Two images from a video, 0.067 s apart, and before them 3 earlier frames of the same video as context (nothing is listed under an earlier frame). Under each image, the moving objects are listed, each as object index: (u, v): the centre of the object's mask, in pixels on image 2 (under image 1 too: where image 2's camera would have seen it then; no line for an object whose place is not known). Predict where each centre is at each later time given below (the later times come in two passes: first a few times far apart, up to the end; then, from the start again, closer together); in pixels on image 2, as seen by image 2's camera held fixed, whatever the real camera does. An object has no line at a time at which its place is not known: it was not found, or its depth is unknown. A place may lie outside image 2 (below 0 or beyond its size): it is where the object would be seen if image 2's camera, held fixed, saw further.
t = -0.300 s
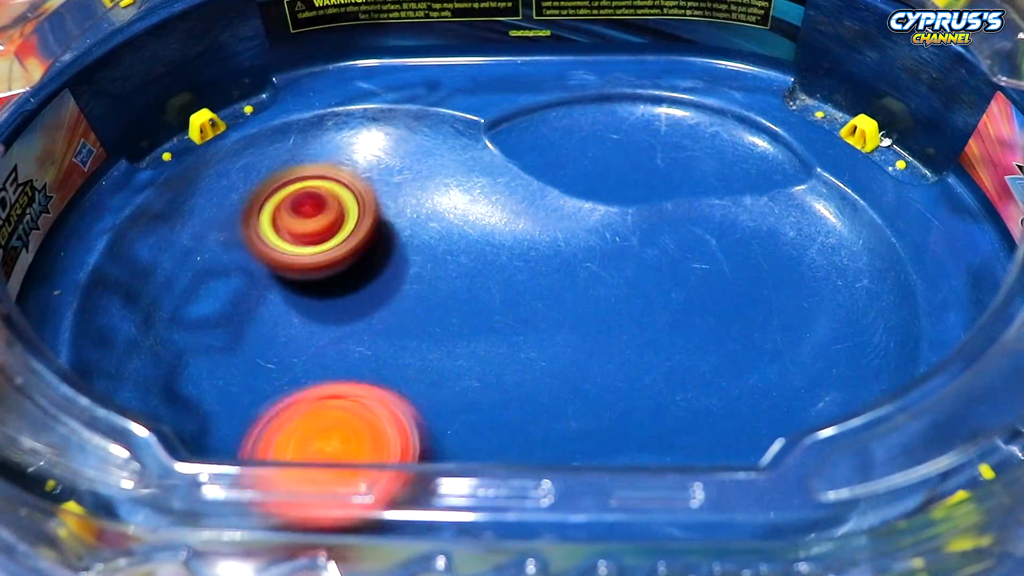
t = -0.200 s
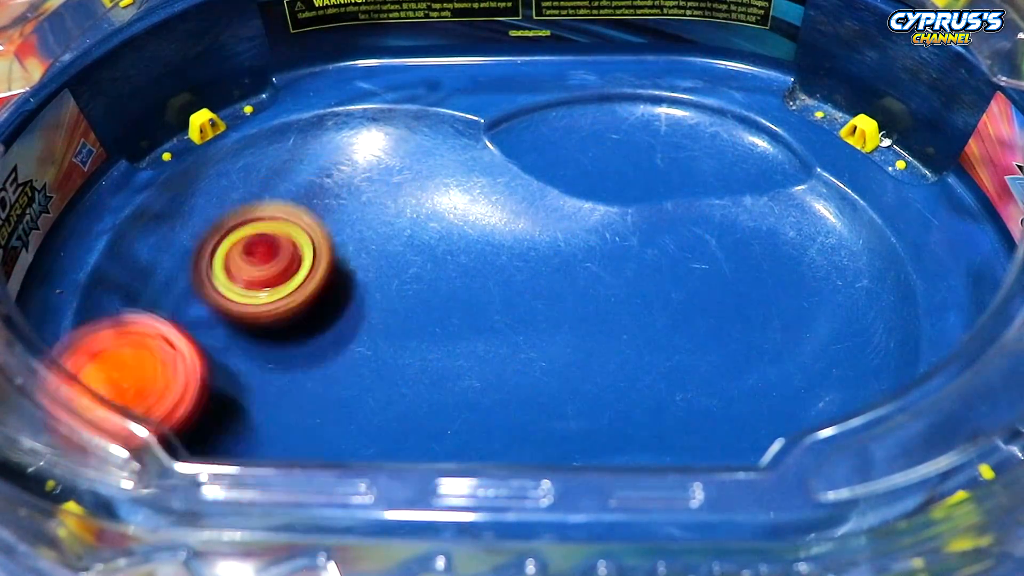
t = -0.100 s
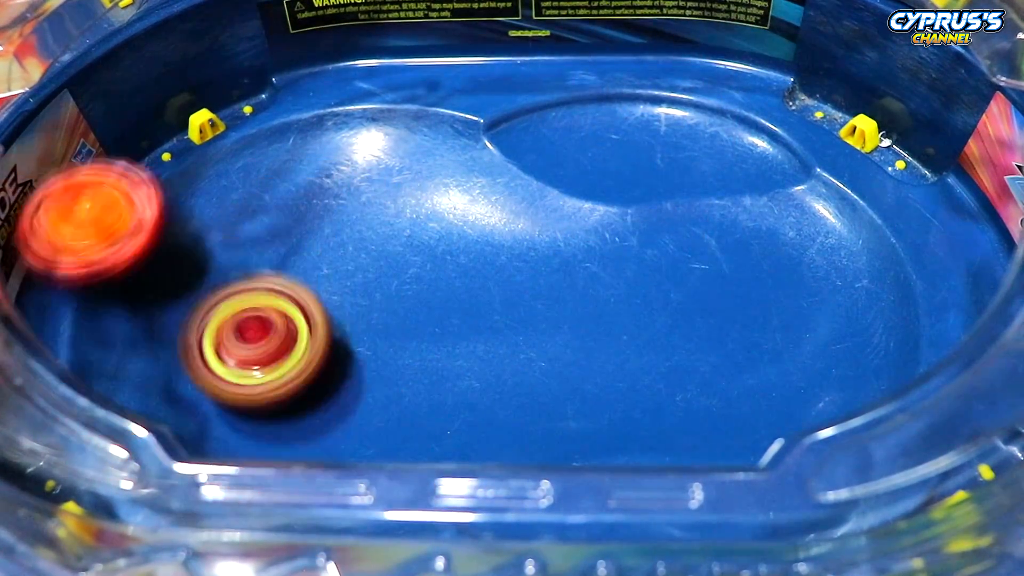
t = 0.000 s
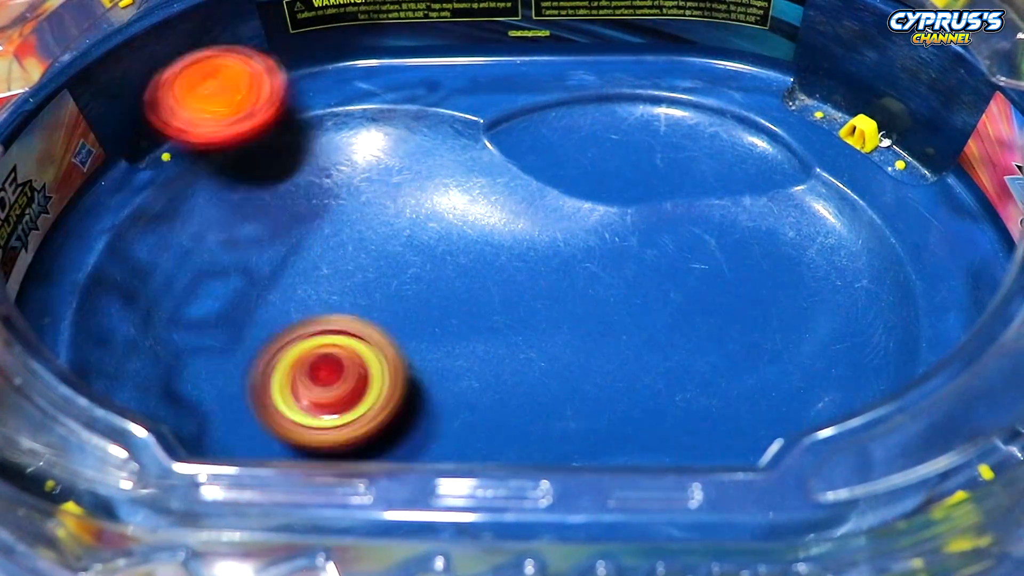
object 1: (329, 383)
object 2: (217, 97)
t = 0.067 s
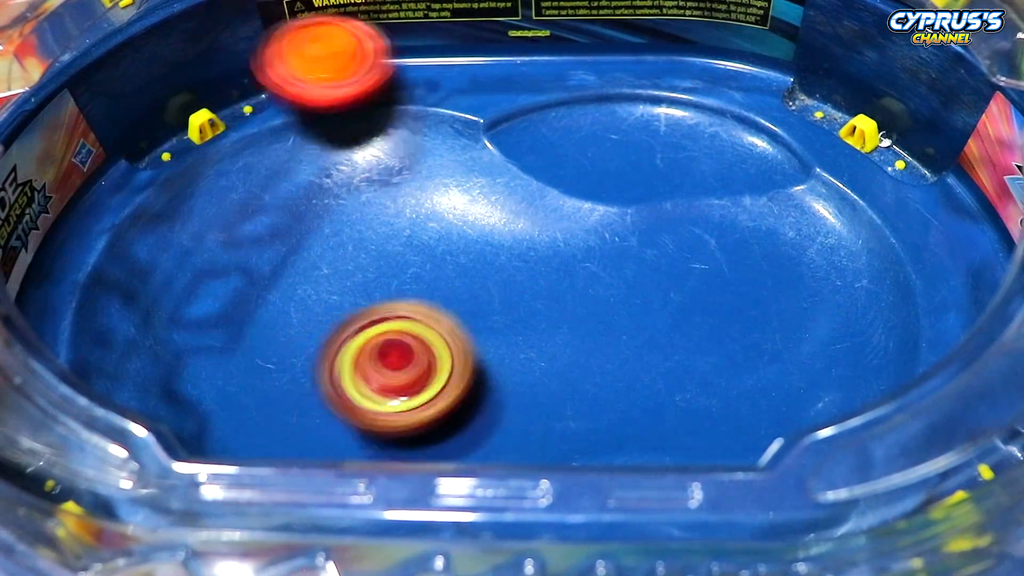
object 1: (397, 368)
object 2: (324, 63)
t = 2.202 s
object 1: (365, 267)
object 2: (550, 224)
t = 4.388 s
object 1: (262, 191)
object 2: (229, 371)
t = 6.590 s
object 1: (457, 239)
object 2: (322, 209)
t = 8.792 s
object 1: (617, 333)
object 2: (214, 279)
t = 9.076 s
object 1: (521, 277)
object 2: (389, 218)
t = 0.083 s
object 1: (412, 360)
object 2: (350, 60)
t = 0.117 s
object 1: (441, 340)
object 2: (400, 57)
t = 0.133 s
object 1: (453, 329)
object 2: (423, 58)
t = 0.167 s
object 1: (473, 307)
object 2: (466, 61)
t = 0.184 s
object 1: (480, 294)
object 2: (485, 64)
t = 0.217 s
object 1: (495, 273)
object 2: (523, 71)
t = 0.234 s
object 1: (500, 262)
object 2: (542, 80)
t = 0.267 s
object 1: (508, 239)
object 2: (583, 105)
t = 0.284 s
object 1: (508, 229)
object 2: (607, 114)
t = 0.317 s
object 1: (505, 210)
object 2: (660, 137)
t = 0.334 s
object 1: (501, 202)
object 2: (686, 149)
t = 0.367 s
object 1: (486, 190)
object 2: (735, 180)
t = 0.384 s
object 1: (476, 185)
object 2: (760, 200)
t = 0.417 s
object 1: (449, 180)
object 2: (812, 243)
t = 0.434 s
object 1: (432, 180)
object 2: (836, 268)
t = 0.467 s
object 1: (397, 182)
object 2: (872, 316)
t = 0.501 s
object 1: (363, 189)
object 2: (894, 368)
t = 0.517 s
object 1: (344, 197)
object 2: (892, 390)
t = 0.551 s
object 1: (309, 212)
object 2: (867, 437)
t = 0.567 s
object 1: (292, 221)
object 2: (848, 460)
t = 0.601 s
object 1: (262, 245)
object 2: (784, 505)
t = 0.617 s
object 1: (249, 257)
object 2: (742, 512)
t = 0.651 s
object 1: (227, 290)
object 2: (658, 518)
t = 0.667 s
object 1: (220, 309)
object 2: (616, 519)
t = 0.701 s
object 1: (220, 343)
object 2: (526, 510)
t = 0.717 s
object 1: (223, 363)
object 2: (488, 491)
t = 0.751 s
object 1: (243, 393)
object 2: (422, 424)
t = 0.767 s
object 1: (249, 400)
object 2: (395, 414)
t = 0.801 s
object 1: (245, 386)
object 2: (413, 415)
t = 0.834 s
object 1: (224, 348)
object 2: (452, 425)
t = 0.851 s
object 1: (218, 329)
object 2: (464, 422)
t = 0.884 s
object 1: (211, 293)
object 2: (487, 418)
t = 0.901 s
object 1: (211, 276)
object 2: (497, 416)
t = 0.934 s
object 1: (216, 249)
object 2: (512, 405)
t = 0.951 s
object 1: (223, 238)
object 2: (516, 398)
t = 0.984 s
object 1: (236, 221)
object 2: (522, 378)
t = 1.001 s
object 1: (244, 216)
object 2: (525, 368)
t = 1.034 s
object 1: (262, 211)
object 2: (529, 349)
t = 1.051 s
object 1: (271, 211)
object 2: (530, 339)
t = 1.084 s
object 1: (288, 215)
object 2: (533, 324)
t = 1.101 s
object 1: (297, 219)
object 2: (535, 317)
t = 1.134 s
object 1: (312, 230)
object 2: (540, 305)
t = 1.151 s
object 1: (318, 237)
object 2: (542, 300)
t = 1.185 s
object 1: (328, 250)
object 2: (549, 292)
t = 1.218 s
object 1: (333, 262)
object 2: (558, 287)
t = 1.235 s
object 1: (335, 269)
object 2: (564, 285)
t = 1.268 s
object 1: (336, 279)
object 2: (577, 282)
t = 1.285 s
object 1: (336, 282)
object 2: (585, 281)
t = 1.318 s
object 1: (336, 287)
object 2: (603, 281)
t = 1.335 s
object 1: (336, 288)
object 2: (615, 281)
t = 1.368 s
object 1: (336, 287)
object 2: (639, 282)
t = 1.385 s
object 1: (336, 285)
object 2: (653, 283)
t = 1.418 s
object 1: (335, 279)
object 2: (685, 285)
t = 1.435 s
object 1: (335, 275)
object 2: (703, 286)
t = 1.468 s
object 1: (333, 266)
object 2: (742, 288)
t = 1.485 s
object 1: (331, 262)
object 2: (763, 289)
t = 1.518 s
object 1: (328, 256)
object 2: (810, 291)
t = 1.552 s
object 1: (325, 251)
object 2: (857, 290)
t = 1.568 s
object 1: (324, 250)
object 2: (880, 291)
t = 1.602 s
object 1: (321, 248)
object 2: (909, 291)
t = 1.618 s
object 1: (320, 247)
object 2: (914, 292)
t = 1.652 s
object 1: (318, 248)
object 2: (921, 304)
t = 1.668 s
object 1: (317, 250)
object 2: (918, 311)
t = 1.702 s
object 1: (317, 254)
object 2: (897, 324)
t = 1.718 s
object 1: (317, 257)
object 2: (885, 335)
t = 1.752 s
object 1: (317, 263)
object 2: (848, 357)
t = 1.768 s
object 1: (317, 266)
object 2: (828, 365)
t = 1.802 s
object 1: (318, 271)
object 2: (779, 379)
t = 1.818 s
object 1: (318, 273)
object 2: (756, 383)
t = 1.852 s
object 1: (319, 276)
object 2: (713, 383)
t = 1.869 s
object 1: (320, 277)
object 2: (693, 380)
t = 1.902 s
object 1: (323, 278)
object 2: (656, 370)
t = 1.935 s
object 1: (326, 278)
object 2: (625, 357)
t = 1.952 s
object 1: (328, 278)
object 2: (612, 349)
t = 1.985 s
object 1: (333, 277)
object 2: (589, 332)
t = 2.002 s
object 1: (336, 276)
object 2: (579, 324)
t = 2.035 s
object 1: (341, 275)
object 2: (562, 306)
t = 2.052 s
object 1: (343, 274)
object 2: (556, 298)
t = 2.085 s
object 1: (347, 273)
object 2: (547, 280)
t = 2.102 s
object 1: (349, 272)
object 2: (545, 273)
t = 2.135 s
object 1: (354, 270)
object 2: (542, 255)
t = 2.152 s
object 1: (357, 270)
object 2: (543, 247)
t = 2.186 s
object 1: (362, 268)
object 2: (547, 231)
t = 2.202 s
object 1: (365, 267)
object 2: (550, 224)
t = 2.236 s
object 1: (375, 264)
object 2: (558, 212)
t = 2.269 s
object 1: (386, 262)
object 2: (570, 205)
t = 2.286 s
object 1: (391, 261)
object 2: (577, 202)
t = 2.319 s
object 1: (403, 258)
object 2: (593, 202)
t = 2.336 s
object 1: (408, 257)
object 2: (602, 202)
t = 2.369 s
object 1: (418, 254)
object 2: (624, 206)
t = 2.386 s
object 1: (422, 252)
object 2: (636, 208)
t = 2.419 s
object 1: (429, 249)
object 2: (661, 211)
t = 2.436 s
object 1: (432, 247)
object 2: (675, 212)
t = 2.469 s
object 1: (435, 245)
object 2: (700, 212)
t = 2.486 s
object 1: (435, 245)
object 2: (712, 212)
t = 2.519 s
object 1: (435, 244)
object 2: (739, 210)
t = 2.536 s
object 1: (434, 245)
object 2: (753, 211)
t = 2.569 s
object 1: (432, 247)
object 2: (781, 218)
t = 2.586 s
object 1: (431, 249)
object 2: (795, 225)
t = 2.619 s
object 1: (429, 251)
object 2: (818, 246)
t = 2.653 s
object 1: (427, 255)
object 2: (832, 276)
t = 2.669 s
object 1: (426, 256)
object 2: (833, 293)
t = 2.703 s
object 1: (425, 259)
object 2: (826, 327)
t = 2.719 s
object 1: (426, 261)
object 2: (815, 342)
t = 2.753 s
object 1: (427, 264)
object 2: (785, 368)
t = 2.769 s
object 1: (428, 266)
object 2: (765, 378)
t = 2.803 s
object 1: (430, 270)
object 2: (719, 393)
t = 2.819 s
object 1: (431, 272)
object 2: (693, 398)
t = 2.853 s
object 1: (434, 277)
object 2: (636, 397)
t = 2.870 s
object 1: (434, 279)
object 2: (606, 395)
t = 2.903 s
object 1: (435, 282)
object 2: (540, 391)
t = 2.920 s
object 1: (435, 282)
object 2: (505, 391)
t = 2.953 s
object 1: (429, 271)
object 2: (444, 400)
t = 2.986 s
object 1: (419, 257)
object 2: (377, 407)
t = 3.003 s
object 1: (414, 251)
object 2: (345, 407)
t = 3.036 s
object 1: (403, 244)
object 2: (283, 401)
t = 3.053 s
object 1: (397, 241)
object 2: (254, 394)
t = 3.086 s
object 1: (384, 240)
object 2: (210, 366)
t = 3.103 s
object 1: (377, 240)
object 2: (194, 350)
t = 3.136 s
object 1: (363, 244)
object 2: (173, 311)
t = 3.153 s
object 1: (355, 248)
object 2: (168, 289)
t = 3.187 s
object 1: (339, 254)
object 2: (171, 249)
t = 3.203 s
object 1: (331, 258)
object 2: (179, 230)
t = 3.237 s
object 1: (313, 267)
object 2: (202, 195)
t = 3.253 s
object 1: (303, 272)
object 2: (217, 177)
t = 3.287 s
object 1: (290, 281)
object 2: (255, 149)
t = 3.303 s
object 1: (286, 287)
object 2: (277, 138)
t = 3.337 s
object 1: (279, 298)
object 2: (327, 123)
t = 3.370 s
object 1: (278, 309)
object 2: (378, 118)
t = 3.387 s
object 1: (278, 315)
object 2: (404, 121)
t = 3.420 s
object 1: (283, 325)
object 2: (455, 136)
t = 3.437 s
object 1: (287, 330)
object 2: (480, 150)
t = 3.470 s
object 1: (295, 336)
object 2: (529, 182)
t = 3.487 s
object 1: (299, 339)
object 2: (552, 199)
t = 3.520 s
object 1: (308, 341)
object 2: (596, 237)
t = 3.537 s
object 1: (312, 341)
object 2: (613, 256)
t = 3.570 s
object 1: (319, 339)
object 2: (642, 294)
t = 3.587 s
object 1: (322, 338)
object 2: (654, 315)
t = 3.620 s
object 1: (328, 334)
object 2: (668, 353)
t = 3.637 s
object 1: (330, 331)
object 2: (671, 372)
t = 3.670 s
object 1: (332, 326)
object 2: (670, 399)
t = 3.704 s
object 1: (333, 320)
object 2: (660, 412)
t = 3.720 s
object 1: (333, 317)
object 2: (654, 440)
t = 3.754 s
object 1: (332, 311)
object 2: (631, 464)
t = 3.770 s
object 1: (332, 309)
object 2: (619, 472)
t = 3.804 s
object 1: (328, 304)
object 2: (583, 483)
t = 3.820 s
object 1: (326, 301)
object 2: (561, 499)
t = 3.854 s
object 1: (320, 296)
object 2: (517, 501)
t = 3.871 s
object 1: (317, 294)
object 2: (492, 492)
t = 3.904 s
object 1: (310, 292)
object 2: (454, 470)
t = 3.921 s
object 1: (306, 292)
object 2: (438, 462)
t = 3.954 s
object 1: (299, 293)
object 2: (407, 455)
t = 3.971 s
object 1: (296, 295)
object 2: (389, 441)
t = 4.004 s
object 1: (289, 300)
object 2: (356, 411)
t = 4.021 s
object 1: (285, 298)
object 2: (341, 405)
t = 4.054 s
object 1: (269, 274)
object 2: (328, 412)
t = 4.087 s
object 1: (253, 247)
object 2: (310, 417)
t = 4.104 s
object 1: (246, 237)
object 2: (300, 419)
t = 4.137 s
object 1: (235, 224)
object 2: (278, 420)
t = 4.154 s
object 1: (231, 219)
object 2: (266, 420)
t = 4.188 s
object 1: (223, 215)
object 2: (243, 417)
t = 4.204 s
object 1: (221, 216)
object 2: (234, 413)
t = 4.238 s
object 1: (216, 226)
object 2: (211, 401)
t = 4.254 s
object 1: (216, 233)
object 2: (203, 390)
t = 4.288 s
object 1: (217, 246)
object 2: (195, 366)
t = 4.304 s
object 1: (222, 238)
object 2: (194, 368)
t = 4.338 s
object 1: (236, 212)
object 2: (201, 375)
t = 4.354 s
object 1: (244, 204)
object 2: (207, 374)
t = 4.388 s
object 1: (262, 191)
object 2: (229, 371)
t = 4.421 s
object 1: (277, 184)
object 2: (258, 364)
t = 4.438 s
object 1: (284, 183)
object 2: (275, 361)
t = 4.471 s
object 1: (300, 184)
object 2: (308, 356)
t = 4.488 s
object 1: (307, 186)
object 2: (325, 354)
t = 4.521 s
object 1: (320, 194)
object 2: (355, 352)
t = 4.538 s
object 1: (325, 199)
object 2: (371, 351)
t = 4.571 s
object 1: (335, 208)
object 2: (400, 355)
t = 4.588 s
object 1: (339, 214)
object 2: (416, 358)
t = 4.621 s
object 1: (346, 225)
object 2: (444, 365)
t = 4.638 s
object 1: (350, 230)
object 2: (460, 372)
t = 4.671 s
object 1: (356, 240)
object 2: (489, 384)
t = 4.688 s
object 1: (358, 245)
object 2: (502, 391)
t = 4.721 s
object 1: (363, 251)
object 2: (522, 402)
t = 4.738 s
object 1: (365, 252)
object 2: (528, 405)
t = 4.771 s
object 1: (368, 255)
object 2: (533, 408)
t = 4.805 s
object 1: (372, 254)
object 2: (529, 409)
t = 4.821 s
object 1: (373, 252)
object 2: (524, 408)
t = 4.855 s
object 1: (374, 248)
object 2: (508, 404)
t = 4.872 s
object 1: (375, 245)
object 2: (498, 402)
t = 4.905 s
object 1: (376, 236)
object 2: (478, 394)
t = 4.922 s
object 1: (376, 232)
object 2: (470, 389)
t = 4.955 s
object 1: (377, 223)
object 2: (456, 375)
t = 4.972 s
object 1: (375, 219)
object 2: (451, 367)
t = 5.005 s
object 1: (373, 214)
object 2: (444, 353)
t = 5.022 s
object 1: (372, 212)
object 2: (441, 345)
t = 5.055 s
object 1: (369, 210)
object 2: (441, 330)
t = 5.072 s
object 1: (368, 211)
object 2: (441, 322)
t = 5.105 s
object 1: (368, 211)
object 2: (446, 308)
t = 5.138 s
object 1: (366, 210)
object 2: (457, 298)
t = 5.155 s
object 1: (364, 206)
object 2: (465, 293)
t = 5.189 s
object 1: (360, 203)
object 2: (483, 283)
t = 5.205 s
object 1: (359, 203)
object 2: (495, 276)
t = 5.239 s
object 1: (357, 204)
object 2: (518, 263)
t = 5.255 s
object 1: (355, 205)
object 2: (531, 258)
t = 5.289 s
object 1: (355, 208)
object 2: (559, 247)
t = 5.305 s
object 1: (355, 211)
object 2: (575, 243)
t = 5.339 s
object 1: (355, 216)
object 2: (608, 236)
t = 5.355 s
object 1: (356, 220)
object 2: (625, 234)
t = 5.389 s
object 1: (358, 225)
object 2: (661, 228)
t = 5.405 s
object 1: (359, 229)
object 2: (680, 224)
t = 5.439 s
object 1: (362, 235)
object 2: (715, 220)
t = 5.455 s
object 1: (363, 238)
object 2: (732, 219)
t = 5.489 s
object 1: (367, 245)
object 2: (764, 219)
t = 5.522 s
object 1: (370, 249)
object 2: (795, 227)
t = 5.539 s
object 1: (372, 253)
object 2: (809, 234)
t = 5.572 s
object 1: (377, 258)
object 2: (833, 255)
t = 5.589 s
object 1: (378, 260)
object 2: (842, 269)
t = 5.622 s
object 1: (383, 266)
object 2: (846, 299)
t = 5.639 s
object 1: (384, 266)
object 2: (842, 316)
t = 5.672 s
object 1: (387, 269)
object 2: (821, 348)
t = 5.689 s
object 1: (390, 270)
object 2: (806, 360)
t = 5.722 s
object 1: (394, 271)
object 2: (765, 380)
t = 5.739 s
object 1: (397, 273)
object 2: (744, 386)
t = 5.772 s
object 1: (402, 274)
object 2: (698, 390)
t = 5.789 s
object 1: (404, 275)
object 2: (673, 388)
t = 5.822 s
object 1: (411, 275)
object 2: (623, 384)
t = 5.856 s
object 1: (418, 276)
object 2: (570, 379)
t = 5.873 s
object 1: (423, 276)
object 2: (543, 377)
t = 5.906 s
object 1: (429, 270)
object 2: (497, 383)
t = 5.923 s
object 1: (423, 253)
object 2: (482, 397)
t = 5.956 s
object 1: (411, 222)
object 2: (446, 413)
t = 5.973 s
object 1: (406, 211)
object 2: (422, 426)
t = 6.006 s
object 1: (393, 193)
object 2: (377, 440)
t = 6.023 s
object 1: (387, 188)
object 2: (353, 444)
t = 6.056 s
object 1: (371, 183)
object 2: (307, 442)
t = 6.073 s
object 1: (362, 183)
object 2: (286, 423)
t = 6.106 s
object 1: (341, 187)
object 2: (247, 414)
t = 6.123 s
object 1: (332, 192)
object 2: (233, 406)
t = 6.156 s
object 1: (315, 200)
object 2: (207, 384)
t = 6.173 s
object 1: (308, 206)
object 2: (197, 369)
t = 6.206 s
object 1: (294, 215)
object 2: (189, 339)
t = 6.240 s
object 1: (289, 221)
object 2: (183, 311)
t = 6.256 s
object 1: (300, 215)
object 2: (169, 306)
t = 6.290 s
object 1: (323, 208)
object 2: (152, 294)
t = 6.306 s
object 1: (332, 206)
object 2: (149, 288)
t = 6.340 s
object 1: (347, 206)
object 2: (152, 273)
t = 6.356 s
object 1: (351, 208)
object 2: (157, 265)
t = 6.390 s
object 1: (359, 211)
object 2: (173, 247)
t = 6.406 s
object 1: (360, 214)
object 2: (185, 237)
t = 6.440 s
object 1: (362, 218)
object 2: (214, 219)
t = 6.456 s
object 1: (368, 220)
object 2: (226, 212)
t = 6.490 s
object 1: (395, 224)
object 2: (239, 200)
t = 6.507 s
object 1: (408, 225)
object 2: (251, 196)
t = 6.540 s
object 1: (425, 230)
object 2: (282, 195)
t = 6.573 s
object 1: (442, 235)
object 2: (314, 203)
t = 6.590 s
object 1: (457, 239)
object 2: (322, 209)
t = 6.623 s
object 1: (497, 246)
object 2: (335, 226)
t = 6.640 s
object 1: (519, 247)
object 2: (340, 237)
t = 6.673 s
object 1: (560, 252)
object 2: (347, 264)
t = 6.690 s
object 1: (583, 251)
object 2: (346, 278)
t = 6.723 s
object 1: (627, 251)
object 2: (339, 309)
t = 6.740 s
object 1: (653, 252)
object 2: (334, 325)
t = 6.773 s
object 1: (701, 252)
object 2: (317, 355)
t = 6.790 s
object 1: (724, 255)
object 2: (306, 368)
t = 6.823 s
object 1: (781, 255)
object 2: (281, 389)
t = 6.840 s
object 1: (807, 257)
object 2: (268, 395)
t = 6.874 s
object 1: (852, 256)
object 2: (239, 402)
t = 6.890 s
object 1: (871, 250)
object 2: (226, 402)
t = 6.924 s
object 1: (900, 241)
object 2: (199, 398)
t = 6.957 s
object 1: (906, 240)
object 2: (179, 383)
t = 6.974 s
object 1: (903, 240)
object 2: (169, 375)
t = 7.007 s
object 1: (888, 249)
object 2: (157, 355)
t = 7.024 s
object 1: (874, 253)
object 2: (157, 343)
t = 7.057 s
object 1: (845, 262)
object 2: (175, 316)
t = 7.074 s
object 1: (830, 264)
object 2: (189, 304)
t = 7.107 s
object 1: (798, 268)
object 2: (222, 284)
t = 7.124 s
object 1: (785, 267)
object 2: (242, 277)
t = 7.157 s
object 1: (761, 268)
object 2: (282, 267)
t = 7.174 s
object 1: (749, 270)
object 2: (302, 265)
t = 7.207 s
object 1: (731, 271)
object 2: (339, 263)
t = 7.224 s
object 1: (726, 271)
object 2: (358, 264)
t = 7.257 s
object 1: (717, 273)
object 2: (390, 271)
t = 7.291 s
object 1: (712, 275)
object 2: (421, 283)
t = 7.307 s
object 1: (710, 276)
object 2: (435, 288)
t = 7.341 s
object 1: (709, 281)
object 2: (466, 302)
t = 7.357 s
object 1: (709, 284)
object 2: (483, 308)
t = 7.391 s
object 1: (708, 290)
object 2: (515, 321)
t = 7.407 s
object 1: (708, 295)
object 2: (531, 328)
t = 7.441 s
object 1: (711, 302)
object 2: (556, 345)
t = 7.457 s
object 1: (727, 300)
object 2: (555, 356)
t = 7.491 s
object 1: (755, 304)
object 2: (550, 378)
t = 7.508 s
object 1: (764, 307)
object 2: (544, 389)
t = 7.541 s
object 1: (779, 310)
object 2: (524, 401)
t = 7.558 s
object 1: (784, 310)
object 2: (510, 406)
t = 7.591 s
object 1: (793, 313)
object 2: (474, 413)
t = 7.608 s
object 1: (796, 314)
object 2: (455, 416)
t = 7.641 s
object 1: (803, 316)
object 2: (411, 428)
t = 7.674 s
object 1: (808, 316)
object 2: (372, 419)
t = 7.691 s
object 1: (810, 316)
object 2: (352, 417)
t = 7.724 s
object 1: (814, 317)
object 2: (321, 409)
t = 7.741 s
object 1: (815, 316)
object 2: (307, 402)
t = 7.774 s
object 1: (816, 316)
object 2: (289, 381)
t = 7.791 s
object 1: (816, 316)
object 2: (286, 369)
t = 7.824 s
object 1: (815, 316)
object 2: (280, 340)
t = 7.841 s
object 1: (815, 315)
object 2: (279, 327)
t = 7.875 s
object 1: (813, 316)
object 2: (284, 300)
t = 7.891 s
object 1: (812, 318)
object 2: (288, 286)
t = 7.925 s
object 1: (808, 319)
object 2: (303, 260)
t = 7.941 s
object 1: (807, 319)
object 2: (313, 249)
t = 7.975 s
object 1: (803, 321)
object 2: (333, 229)
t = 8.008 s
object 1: (797, 323)
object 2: (356, 209)
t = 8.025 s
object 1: (793, 325)
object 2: (369, 201)
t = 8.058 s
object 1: (786, 328)
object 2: (397, 188)
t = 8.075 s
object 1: (784, 328)
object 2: (411, 184)
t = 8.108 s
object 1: (776, 331)
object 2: (441, 179)
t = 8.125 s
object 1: (771, 333)
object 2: (455, 180)
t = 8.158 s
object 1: (762, 335)
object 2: (485, 185)
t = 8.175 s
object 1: (759, 336)
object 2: (501, 190)
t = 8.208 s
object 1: (750, 337)
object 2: (533, 202)
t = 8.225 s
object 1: (744, 339)
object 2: (547, 210)
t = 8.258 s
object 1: (734, 341)
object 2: (572, 227)
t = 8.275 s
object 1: (730, 341)
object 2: (581, 237)
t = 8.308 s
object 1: (718, 342)
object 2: (592, 258)
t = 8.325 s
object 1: (713, 344)
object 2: (591, 266)
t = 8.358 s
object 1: (714, 356)
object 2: (576, 279)
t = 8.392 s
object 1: (711, 363)
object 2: (553, 291)
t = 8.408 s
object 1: (709, 364)
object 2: (540, 298)
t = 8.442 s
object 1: (702, 367)
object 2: (512, 314)
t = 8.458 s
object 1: (698, 369)
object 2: (496, 321)
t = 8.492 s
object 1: (692, 370)
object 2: (464, 334)
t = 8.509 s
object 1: (688, 368)
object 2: (447, 339)
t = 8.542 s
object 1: (681, 368)
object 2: (412, 349)
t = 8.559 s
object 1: (678, 368)
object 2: (395, 352)
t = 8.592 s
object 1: (671, 365)
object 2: (357, 356)
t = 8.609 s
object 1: (667, 362)
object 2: (341, 356)
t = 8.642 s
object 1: (658, 358)
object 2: (307, 355)
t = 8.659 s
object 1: (655, 357)
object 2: (289, 352)
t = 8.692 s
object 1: (646, 352)
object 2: (260, 341)
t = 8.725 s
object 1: (636, 346)
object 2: (238, 326)
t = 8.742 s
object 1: (631, 342)
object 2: (230, 314)
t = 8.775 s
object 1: (620, 336)
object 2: (218, 293)
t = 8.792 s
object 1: (617, 333)
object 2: (214, 279)
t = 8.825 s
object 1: (606, 327)
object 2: (214, 254)
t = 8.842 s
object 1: (600, 324)
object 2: (217, 244)
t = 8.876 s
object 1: (589, 317)
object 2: (229, 220)
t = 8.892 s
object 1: (585, 314)
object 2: (239, 210)
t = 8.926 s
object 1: (574, 309)
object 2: (262, 194)
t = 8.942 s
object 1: (567, 306)
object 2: (277, 189)
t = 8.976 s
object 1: (554, 299)
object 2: (308, 184)
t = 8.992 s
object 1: (547, 294)
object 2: (324, 186)
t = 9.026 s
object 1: (536, 288)
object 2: (353, 193)
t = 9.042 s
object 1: (531, 285)
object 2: (367, 200)
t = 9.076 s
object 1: (521, 277)
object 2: (389, 218)
